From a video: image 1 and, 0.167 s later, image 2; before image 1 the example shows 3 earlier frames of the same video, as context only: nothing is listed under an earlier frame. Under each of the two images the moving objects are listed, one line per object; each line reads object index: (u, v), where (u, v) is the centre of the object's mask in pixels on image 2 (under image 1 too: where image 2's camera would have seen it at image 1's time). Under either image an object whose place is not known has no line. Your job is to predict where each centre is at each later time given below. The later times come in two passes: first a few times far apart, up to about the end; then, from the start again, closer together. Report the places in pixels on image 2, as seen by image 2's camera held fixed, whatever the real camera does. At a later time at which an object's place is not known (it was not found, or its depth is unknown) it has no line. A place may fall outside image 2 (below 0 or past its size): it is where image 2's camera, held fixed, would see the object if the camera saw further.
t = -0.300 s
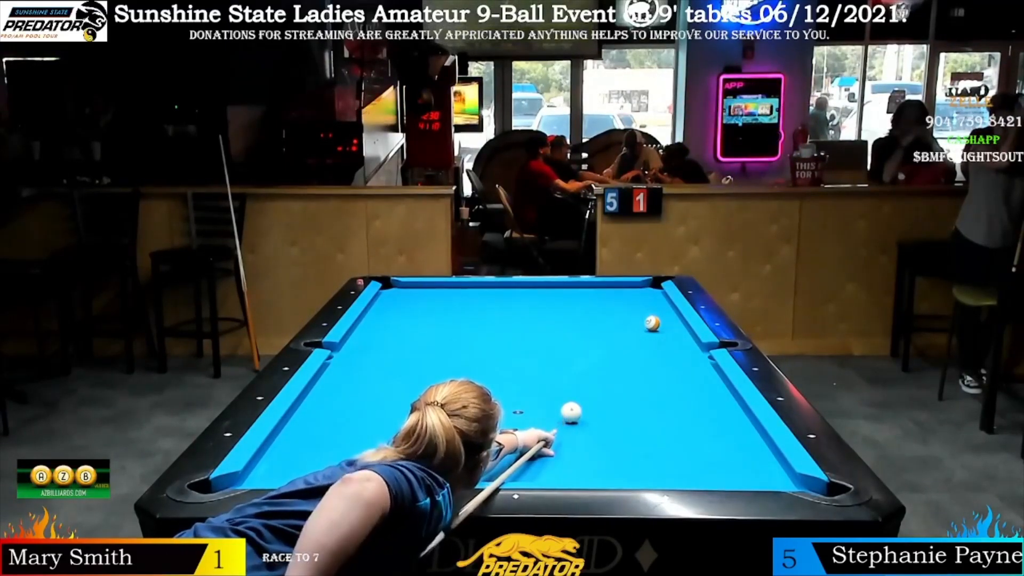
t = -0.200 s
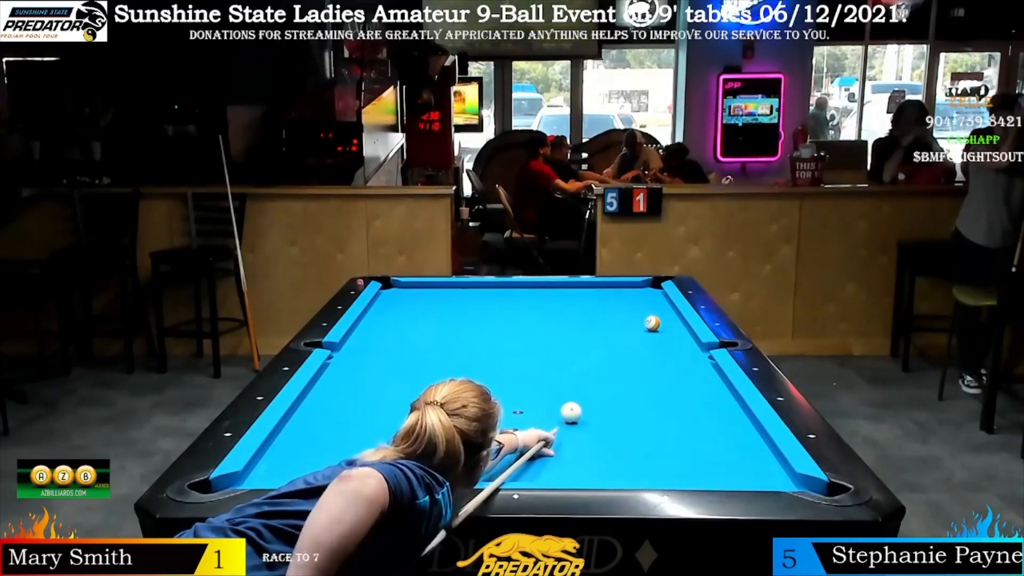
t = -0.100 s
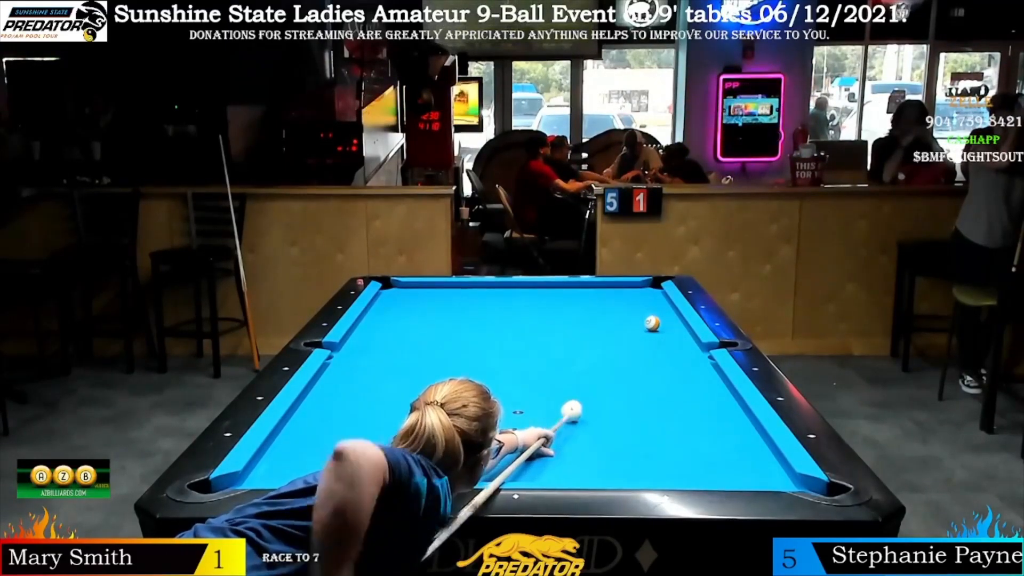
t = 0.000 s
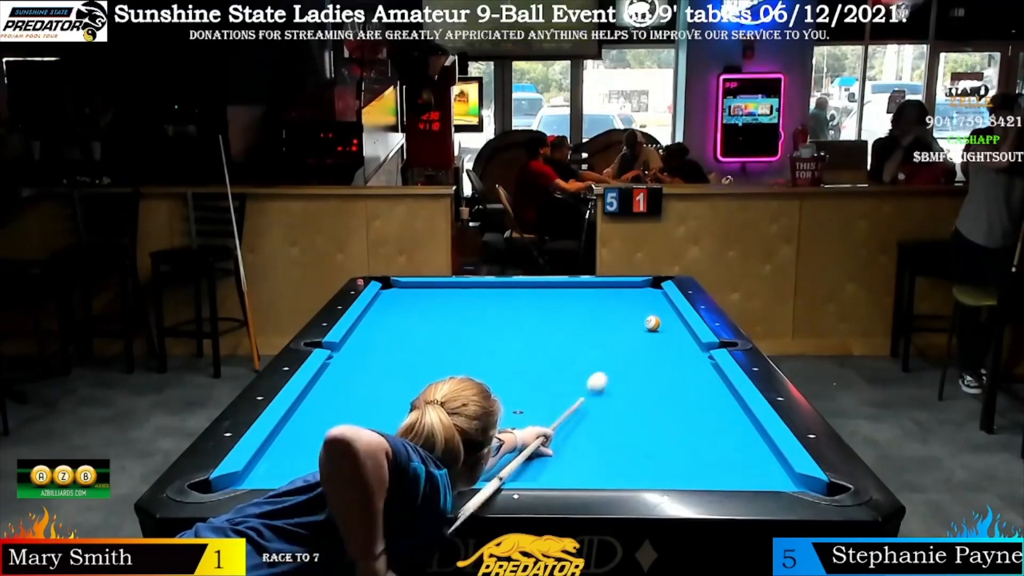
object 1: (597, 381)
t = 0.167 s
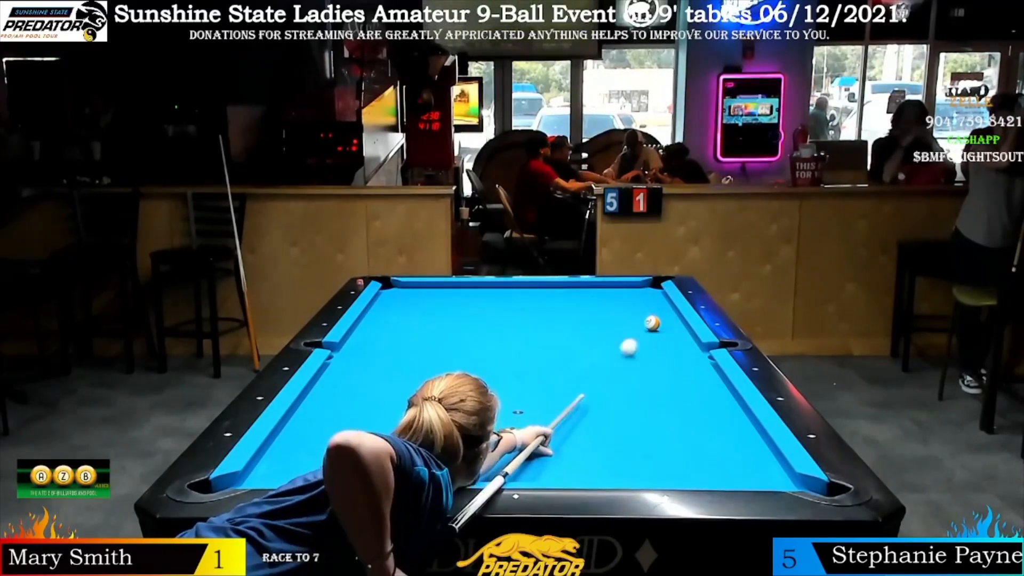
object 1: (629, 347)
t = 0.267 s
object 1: (642, 332)
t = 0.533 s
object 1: (644, 322)
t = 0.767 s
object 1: (644, 314)
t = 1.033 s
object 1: (643, 307)
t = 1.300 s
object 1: (643, 300)
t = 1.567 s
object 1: (643, 294)
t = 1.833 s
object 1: (642, 288)
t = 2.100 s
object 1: (642, 284)
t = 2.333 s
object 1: (648, 285)
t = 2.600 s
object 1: (655, 287)
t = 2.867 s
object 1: (652, 288)
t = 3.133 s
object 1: (650, 288)
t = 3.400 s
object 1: (648, 288)
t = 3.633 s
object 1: (647, 289)
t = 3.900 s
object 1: (647, 289)
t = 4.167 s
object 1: (646, 289)
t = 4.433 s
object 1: (646, 289)
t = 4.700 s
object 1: (646, 289)
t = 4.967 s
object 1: (646, 289)
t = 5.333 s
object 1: (646, 287)
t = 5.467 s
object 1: (647, 289)
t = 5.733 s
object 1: (647, 289)
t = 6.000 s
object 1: (647, 289)
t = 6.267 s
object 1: (646, 289)
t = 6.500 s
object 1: (646, 289)
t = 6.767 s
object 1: (646, 289)
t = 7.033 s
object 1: (646, 289)
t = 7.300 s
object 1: (646, 289)
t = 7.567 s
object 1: (646, 289)
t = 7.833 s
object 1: (646, 289)
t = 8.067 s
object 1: (646, 289)
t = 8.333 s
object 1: (646, 289)
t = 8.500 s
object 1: (646, 289)
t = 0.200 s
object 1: (633, 341)
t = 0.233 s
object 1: (638, 337)
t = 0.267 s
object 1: (642, 332)
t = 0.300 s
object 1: (646, 328)
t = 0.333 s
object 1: (647, 326)
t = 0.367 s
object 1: (646, 326)
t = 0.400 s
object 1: (645, 325)
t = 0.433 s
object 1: (645, 325)
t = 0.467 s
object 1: (644, 324)
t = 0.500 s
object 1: (644, 323)
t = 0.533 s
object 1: (644, 322)
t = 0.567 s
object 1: (644, 321)
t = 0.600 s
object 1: (644, 319)
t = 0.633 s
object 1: (644, 318)
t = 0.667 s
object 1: (644, 317)
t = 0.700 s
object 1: (644, 316)
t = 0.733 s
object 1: (644, 315)
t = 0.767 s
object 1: (644, 314)
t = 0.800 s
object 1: (644, 313)
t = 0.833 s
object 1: (644, 312)
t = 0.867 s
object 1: (644, 311)
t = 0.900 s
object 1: (644, 310)
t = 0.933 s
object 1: (644, 309)
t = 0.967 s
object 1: (643, 309)
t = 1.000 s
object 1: (643, 308)
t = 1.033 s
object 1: (643, 307)
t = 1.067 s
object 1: (643, 306)
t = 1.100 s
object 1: (643, 305)
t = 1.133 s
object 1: (644, 304)
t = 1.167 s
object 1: (644, 303)
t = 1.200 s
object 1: (643, 302)
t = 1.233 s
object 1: (644, 301)
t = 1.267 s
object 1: (644, 301)
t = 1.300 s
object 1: (643, 300)
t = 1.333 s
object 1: (643, 299)
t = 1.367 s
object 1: (643, 298)
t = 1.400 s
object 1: (643, 297)
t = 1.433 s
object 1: (643, 297)
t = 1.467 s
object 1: (643, 296)
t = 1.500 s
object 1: (643, 295)
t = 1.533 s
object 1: (643, 295)
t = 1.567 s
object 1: (643, 294)
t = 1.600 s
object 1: (643, 293)
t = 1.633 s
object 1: (643, 292)
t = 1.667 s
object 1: (643, 292)
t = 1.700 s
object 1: (643, 291)
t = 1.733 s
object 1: (643, 290)
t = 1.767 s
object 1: (642, 290)
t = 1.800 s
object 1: (642, 289)
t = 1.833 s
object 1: (642, 288)
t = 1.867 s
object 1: (642, 288)
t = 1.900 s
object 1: (642, 287)
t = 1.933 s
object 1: (642, 286)
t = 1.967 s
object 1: (642, 286)
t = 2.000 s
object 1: (642, 285)
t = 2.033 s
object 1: (642, 284)
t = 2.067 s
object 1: (642, 284)
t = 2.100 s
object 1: (642, 284)
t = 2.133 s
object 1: (643, 284)
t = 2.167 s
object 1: (644, 284)
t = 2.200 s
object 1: (645, 284)
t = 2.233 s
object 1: (646, 284)
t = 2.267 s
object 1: (647, 284)
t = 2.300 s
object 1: (648, 285)
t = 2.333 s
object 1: (648, 285)
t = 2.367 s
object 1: (649, 285)
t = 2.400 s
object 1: (650, 285)
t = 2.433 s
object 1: (651, 285)
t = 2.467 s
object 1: (652, 286)
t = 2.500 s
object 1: (653, 286)
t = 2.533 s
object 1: (654, 286)
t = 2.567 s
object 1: (655, 286)
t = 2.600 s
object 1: (655, 287)
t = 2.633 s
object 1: (655, 287)
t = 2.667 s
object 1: (654, 287)
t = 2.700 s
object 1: (654, 287)
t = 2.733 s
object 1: (654, 287)
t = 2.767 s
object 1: (653, 287)
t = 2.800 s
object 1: (653, 287)
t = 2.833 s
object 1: (653, 287)
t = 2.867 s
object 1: (652, 288)
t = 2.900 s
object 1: (652, 288)
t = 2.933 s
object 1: (652, 288)
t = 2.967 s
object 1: (651, 288)
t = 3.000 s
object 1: (651, 288)
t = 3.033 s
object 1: (651, 288)
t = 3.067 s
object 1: (651, 288)
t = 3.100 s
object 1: (650, 288)
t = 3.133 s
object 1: (650, 288)
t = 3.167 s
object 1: (650, 288)
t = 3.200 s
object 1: (650, 288)
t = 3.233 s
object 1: (649, 288)
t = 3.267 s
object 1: (649, 288)
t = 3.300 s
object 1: (649, 288)
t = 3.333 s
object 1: (649, 288)
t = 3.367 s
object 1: (648, 288)
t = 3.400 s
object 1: (648, 288)
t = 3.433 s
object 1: (648, 289)
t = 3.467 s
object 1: (648, 289)
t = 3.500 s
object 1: (648, 289)
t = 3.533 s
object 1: (647, 289)
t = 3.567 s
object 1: (647, 289)
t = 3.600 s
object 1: (647, 289)
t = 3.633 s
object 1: (647, 289)
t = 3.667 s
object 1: (647, 289)
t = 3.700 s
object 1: (647, 289)
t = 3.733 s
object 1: (647, 289)
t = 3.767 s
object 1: (647, 289)
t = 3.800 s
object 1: (646, 289)
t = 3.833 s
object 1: (647, 289)
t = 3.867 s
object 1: (647, 289)
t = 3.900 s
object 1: (647, 289)
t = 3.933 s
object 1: (646, 289)
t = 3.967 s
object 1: (646, 289)
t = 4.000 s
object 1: (646, 289)
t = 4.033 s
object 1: (647, 289)
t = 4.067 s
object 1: (647, 289)
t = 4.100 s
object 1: (646, 289)
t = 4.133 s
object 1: (647, 289)
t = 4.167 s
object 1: (646, 289)
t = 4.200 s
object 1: (646, 289)
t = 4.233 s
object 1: (646, 289)
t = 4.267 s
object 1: (647, 289)
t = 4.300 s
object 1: (646, 289)
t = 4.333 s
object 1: (647, 289)
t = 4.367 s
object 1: (646, 289)
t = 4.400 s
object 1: (647, 289)
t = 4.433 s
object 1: (646, 289)
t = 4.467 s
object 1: (644, 287)
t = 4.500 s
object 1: (646, 289)
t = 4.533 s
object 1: (646, 289)
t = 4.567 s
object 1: (646, 289)
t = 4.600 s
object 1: (646, 289)
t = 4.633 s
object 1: (646, 289)
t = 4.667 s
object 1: (646, 289)
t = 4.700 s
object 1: (646, 289)
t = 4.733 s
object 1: (646, 289)
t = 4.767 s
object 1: (646, 289)
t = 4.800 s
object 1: (646, 289)
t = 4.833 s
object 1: (646, 289)
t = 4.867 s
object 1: (646, 289)
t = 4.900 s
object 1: (646, 289)
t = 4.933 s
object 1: (646, 289)
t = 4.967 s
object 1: (646, 289)
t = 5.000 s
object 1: (647, 289)
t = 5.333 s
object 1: (646, 287)
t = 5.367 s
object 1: (646, 289)
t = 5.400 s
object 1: (647, 289)
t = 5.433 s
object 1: (647, 289)
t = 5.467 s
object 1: (647, 289)
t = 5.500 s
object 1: (647, 289)
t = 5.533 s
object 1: (647, 289)
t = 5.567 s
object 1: (647, 289)
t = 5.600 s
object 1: (647, 289)
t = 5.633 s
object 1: (647, 289)
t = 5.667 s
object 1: (647, 289)
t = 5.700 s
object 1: (647, 289)
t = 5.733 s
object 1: (647, 289)
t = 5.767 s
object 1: (647, 289)
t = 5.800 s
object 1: (647, 289)
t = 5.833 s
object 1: (647, 289)
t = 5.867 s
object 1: (647, 289)
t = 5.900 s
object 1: (647, 289)
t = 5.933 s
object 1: (647, 289)
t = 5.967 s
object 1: (647, 289)
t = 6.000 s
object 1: (647, 289)
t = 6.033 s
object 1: (647, 289)
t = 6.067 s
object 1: (647, 289)
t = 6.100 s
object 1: (647, 289)
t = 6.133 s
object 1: (647, 289)
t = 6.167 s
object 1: (647, 289)
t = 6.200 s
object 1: (647, 289)
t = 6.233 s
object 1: (647, 289)
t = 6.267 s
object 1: (646, 289)
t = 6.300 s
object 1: (646, 289)
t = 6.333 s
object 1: (646, 289)
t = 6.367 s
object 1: (646, 289)
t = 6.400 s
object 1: (647, 289)
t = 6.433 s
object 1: (646, 289)
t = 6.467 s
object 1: (646, 289)
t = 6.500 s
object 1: (646, 289)
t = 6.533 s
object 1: (646, 289)
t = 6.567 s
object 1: (646, 289)
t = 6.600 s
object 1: (646, 289)
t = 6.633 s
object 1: (646, 289)
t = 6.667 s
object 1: (646, 289)
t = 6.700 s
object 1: (646, 289)
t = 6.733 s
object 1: (646, 289)
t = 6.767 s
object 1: (646, 289)
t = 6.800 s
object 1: (646, 289)
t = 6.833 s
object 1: (646, 289)
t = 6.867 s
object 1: (646, 289)
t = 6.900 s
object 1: (646, 289)
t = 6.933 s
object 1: (646, 289)
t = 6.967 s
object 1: (646, 289)
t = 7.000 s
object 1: (646, 289)
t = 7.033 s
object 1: (646, 289)
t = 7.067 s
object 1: (646, 289)
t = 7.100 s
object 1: (646, 289)
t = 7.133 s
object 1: (646, 289)
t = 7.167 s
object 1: (646, 289)
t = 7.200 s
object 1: (646, 289)
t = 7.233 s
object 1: (646, 289)
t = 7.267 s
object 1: (646, 289)
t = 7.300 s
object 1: (646, 289)
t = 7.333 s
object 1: (646, 289)
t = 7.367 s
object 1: (646, 289)
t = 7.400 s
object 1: (646, 289)
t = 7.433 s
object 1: (646, 289)
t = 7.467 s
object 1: (646, 289)
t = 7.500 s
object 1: (646, 289)
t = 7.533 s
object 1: (646, 289)
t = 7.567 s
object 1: (646, 289)
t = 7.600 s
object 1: (646, 289)
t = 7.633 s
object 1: (646, 289)
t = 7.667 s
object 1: (646, 289)
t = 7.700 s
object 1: (646, 289)
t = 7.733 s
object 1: (646, 289)
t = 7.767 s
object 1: (646, 289)
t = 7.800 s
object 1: (646, 289)
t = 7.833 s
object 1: (646, 289)
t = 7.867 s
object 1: (646, 289)
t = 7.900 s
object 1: (646, 289)
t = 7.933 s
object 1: (646, 289)
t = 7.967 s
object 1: (646, 289)
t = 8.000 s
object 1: (646, 289)
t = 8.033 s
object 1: (646, 289)
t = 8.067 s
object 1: (646, 289)
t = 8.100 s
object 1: (646, 289)
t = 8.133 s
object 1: (646, 289)
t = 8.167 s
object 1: (646, 289)
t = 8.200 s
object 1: (646, 289)
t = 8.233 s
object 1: (646, 289)
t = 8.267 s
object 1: (646, 289)
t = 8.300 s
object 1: (646, 289)
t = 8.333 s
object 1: (646, 289)
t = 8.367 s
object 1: (646, 289)
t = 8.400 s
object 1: (646, 289)
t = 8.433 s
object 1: (647, 289)
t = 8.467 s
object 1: (646, 289)
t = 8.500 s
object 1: (646, 289)
